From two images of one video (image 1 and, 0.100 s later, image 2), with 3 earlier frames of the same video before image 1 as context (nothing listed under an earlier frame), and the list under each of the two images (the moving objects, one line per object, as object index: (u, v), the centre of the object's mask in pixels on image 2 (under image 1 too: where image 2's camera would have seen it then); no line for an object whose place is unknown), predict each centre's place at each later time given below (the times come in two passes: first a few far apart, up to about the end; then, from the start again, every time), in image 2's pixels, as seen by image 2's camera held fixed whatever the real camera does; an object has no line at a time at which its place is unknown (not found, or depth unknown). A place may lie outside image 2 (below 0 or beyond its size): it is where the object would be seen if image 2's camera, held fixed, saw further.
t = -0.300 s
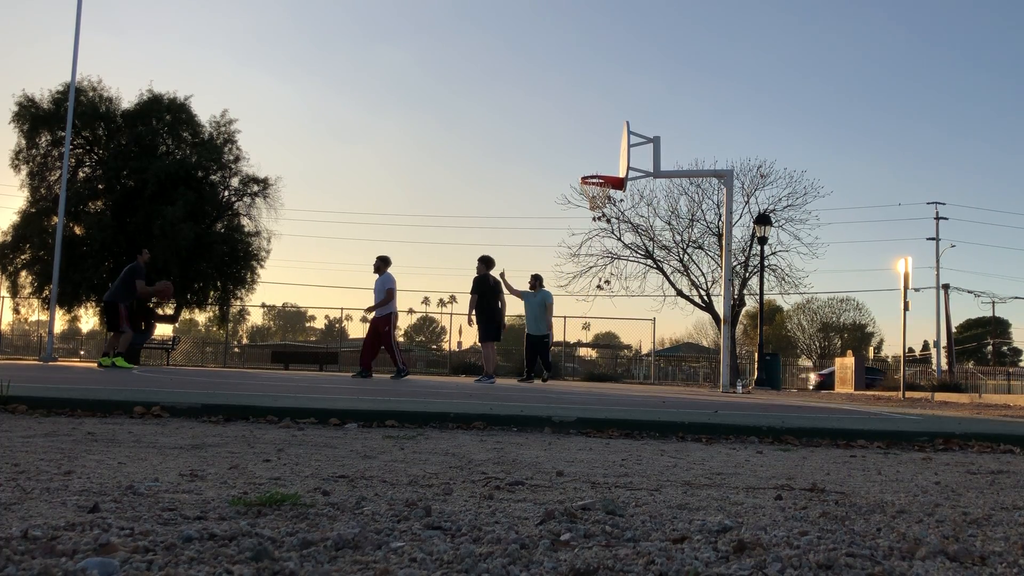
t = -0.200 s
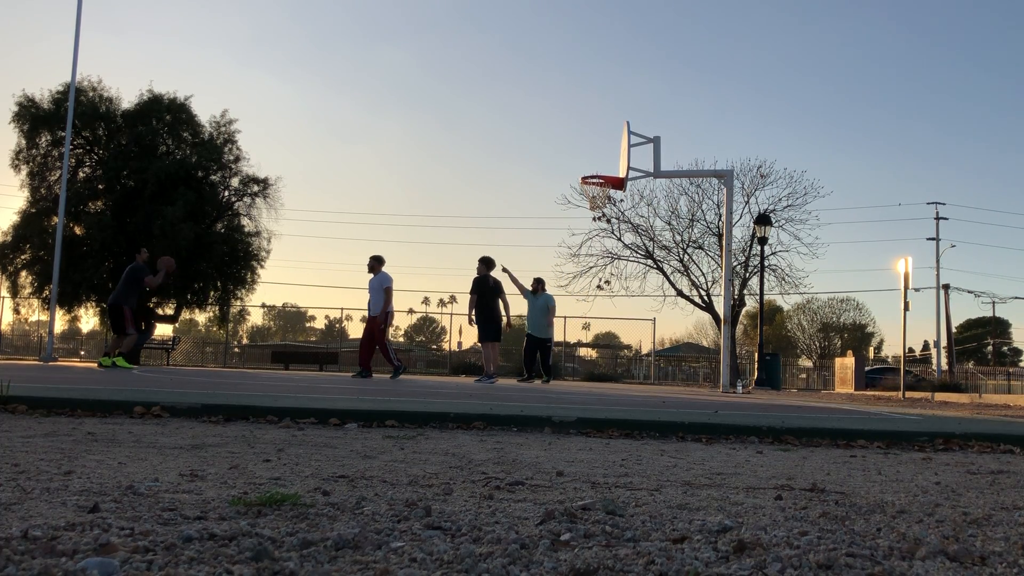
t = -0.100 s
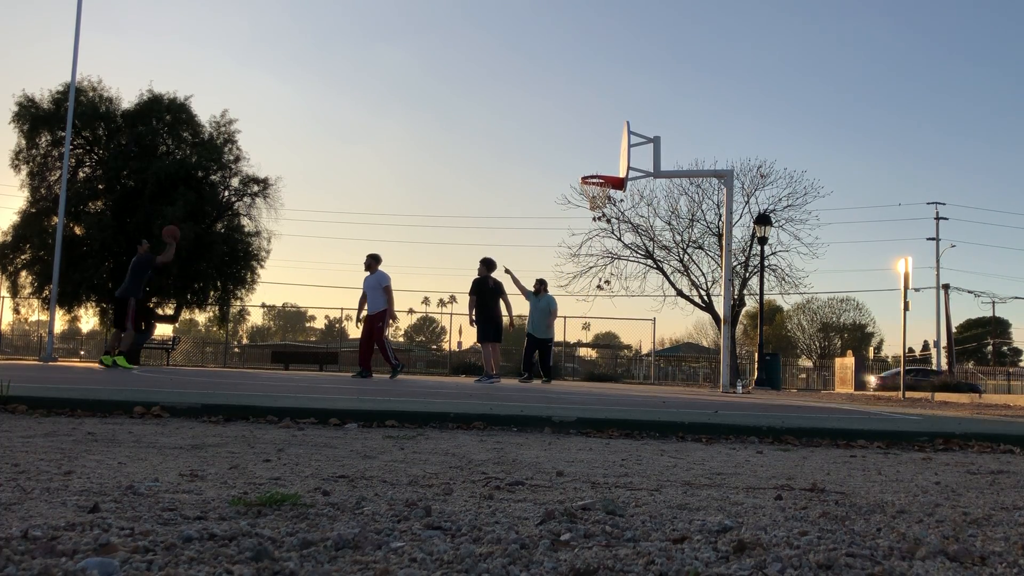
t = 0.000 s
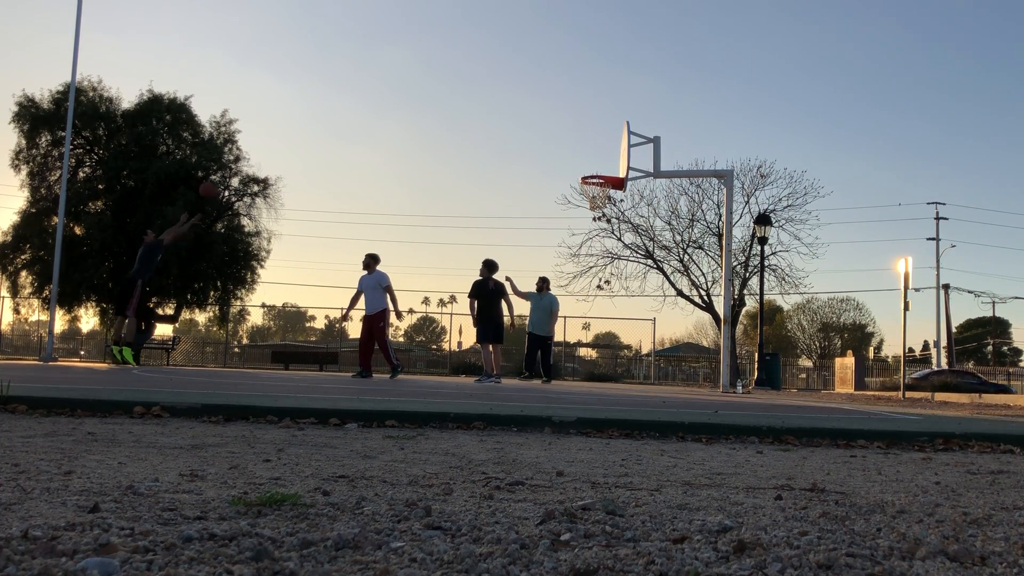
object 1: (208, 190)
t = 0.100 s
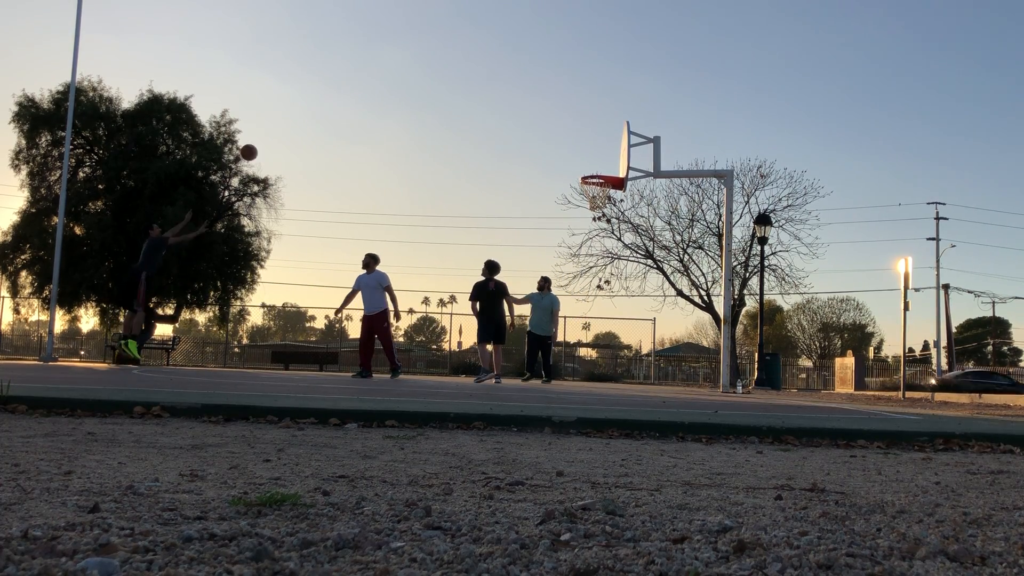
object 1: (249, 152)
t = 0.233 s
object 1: (301, 114)
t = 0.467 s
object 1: (387, 77)
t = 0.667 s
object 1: (456, 74)
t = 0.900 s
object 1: (533, 102)
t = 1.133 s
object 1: (606, 164)
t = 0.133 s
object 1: (262, 142)
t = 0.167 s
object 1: (275, 132)
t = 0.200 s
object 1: (288, 122)
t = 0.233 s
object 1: (301, 114)
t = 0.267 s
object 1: (314, 106)
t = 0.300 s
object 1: (326, 99)
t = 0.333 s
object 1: (339, 93)
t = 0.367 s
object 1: (351, 88)
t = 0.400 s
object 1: (363, 83)
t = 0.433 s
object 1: (375, 80)
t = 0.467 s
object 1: (387, 77)
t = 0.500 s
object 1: (399, 74)
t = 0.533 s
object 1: (411, 73)
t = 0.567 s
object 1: (422, 72)
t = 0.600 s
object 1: (434, 72)
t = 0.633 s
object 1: (445, 72)
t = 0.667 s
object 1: (456, 74)
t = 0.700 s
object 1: (468, 76)
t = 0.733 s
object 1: (479, 78)
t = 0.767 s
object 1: (490, 82)
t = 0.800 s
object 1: (501, 86)
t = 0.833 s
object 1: (512, 91)
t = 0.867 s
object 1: (523, 96)
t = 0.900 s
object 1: (533, 102)
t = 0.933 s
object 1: (544, 109)
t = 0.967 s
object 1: (554, 117)
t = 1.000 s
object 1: (565, 125)
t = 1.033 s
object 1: (575, 134)
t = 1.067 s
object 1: (585, 143)
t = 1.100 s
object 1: (596, 153)
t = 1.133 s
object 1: (606, 164)
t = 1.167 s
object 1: (614, 172)
